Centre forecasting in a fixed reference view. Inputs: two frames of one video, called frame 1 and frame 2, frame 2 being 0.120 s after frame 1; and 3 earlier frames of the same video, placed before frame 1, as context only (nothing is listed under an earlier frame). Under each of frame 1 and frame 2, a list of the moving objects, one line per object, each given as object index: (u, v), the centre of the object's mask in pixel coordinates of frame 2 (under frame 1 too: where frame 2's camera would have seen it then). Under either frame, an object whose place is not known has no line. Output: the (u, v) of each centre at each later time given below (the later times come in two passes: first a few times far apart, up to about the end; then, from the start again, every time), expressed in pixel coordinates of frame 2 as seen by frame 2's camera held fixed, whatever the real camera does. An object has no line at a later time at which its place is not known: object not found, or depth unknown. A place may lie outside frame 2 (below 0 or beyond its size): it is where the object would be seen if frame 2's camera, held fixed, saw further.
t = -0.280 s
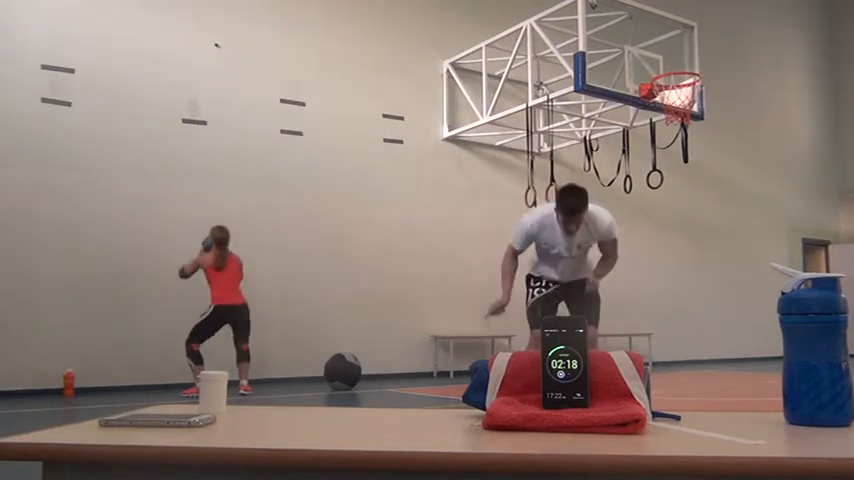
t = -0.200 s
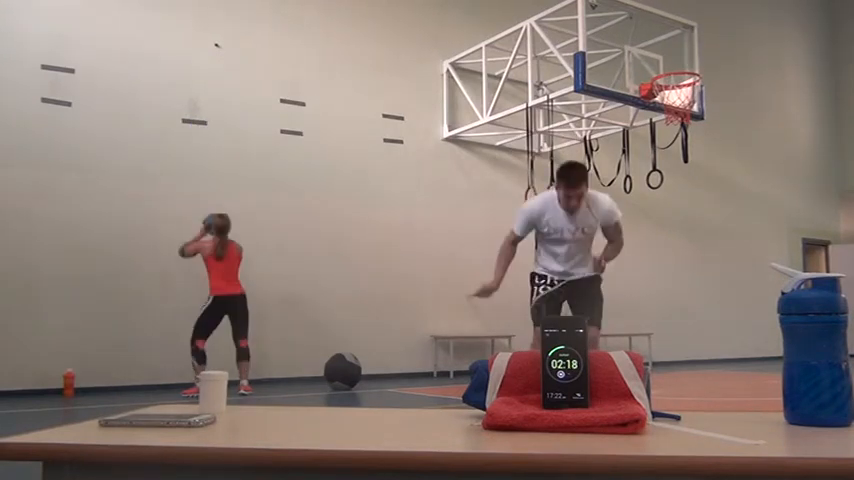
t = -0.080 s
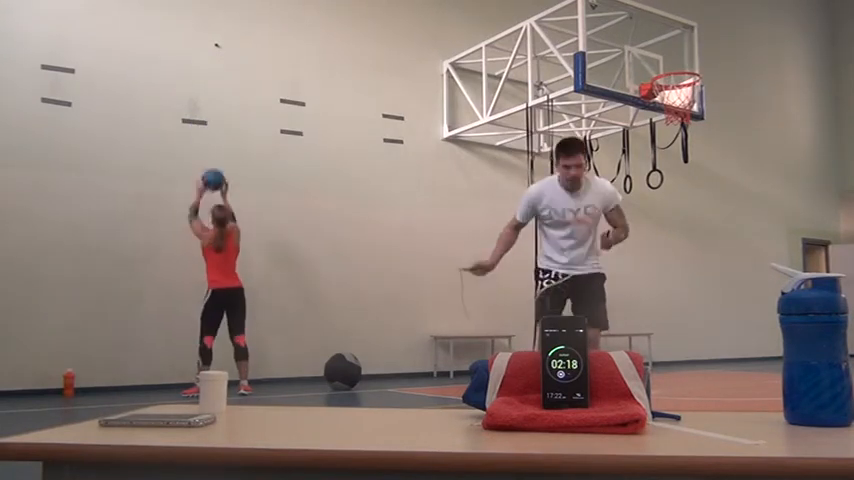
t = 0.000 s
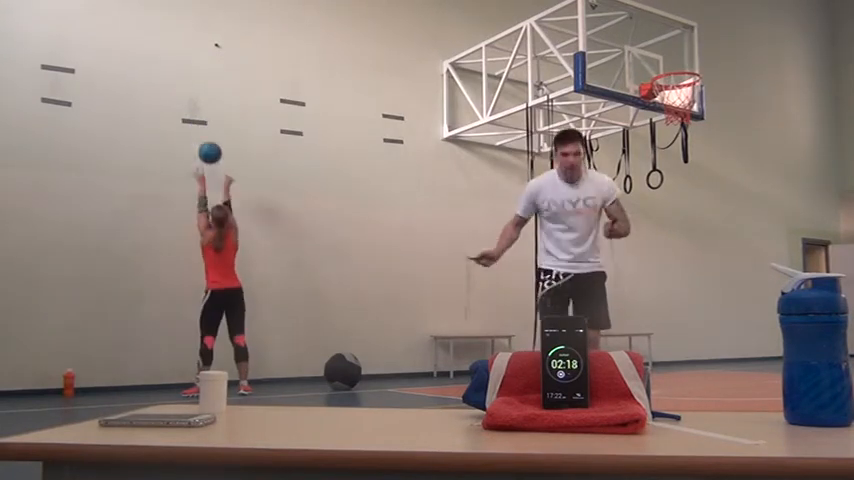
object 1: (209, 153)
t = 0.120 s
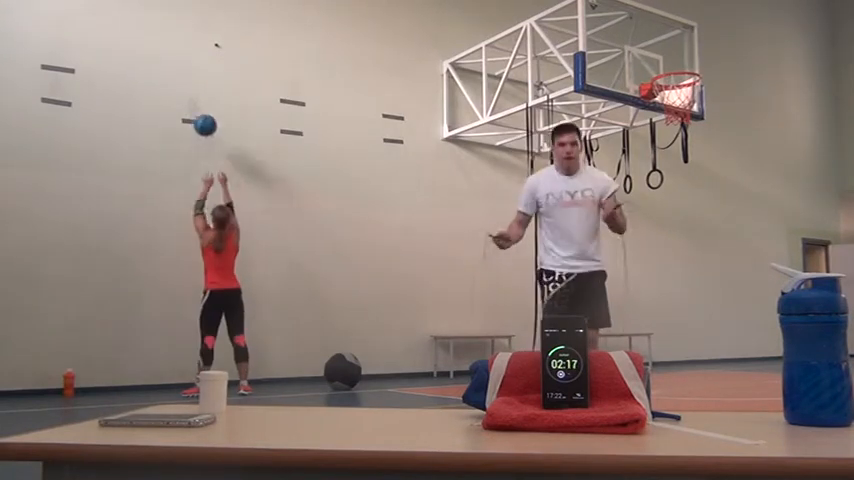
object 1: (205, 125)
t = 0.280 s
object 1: (198, 111)
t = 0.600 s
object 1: (207, 142)
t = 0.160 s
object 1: (203, 119)
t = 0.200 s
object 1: (201, 114)
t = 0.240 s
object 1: (200, 112)
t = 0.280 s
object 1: (198, 111)
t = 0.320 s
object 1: (198, 111)
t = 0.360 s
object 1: (199, 111)
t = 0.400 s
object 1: (200, 112)
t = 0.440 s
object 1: (202, 114)
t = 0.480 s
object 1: (203, 118)
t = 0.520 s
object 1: (204, 124)
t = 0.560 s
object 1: (205, 132)
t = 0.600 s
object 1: (207, 142)
